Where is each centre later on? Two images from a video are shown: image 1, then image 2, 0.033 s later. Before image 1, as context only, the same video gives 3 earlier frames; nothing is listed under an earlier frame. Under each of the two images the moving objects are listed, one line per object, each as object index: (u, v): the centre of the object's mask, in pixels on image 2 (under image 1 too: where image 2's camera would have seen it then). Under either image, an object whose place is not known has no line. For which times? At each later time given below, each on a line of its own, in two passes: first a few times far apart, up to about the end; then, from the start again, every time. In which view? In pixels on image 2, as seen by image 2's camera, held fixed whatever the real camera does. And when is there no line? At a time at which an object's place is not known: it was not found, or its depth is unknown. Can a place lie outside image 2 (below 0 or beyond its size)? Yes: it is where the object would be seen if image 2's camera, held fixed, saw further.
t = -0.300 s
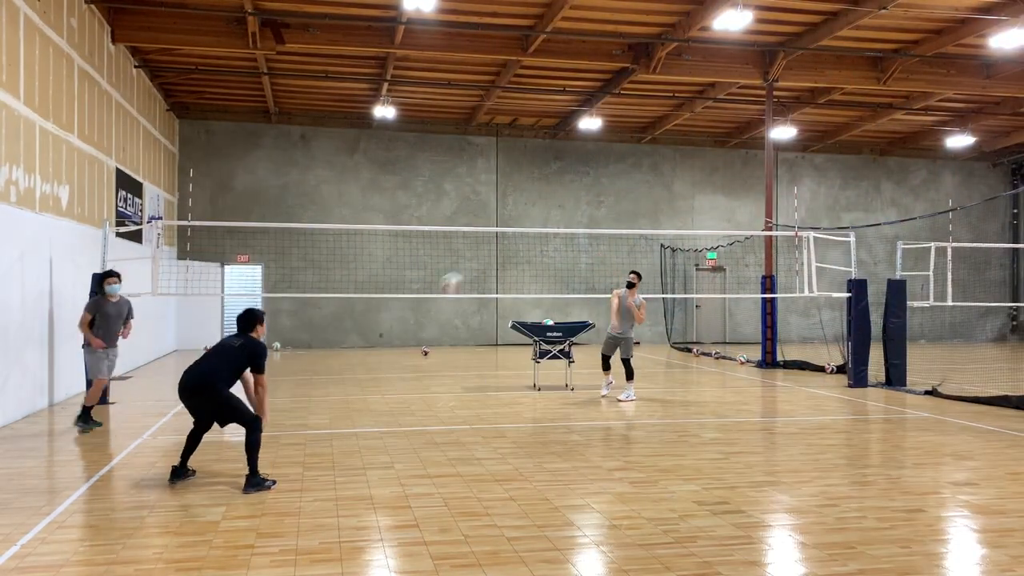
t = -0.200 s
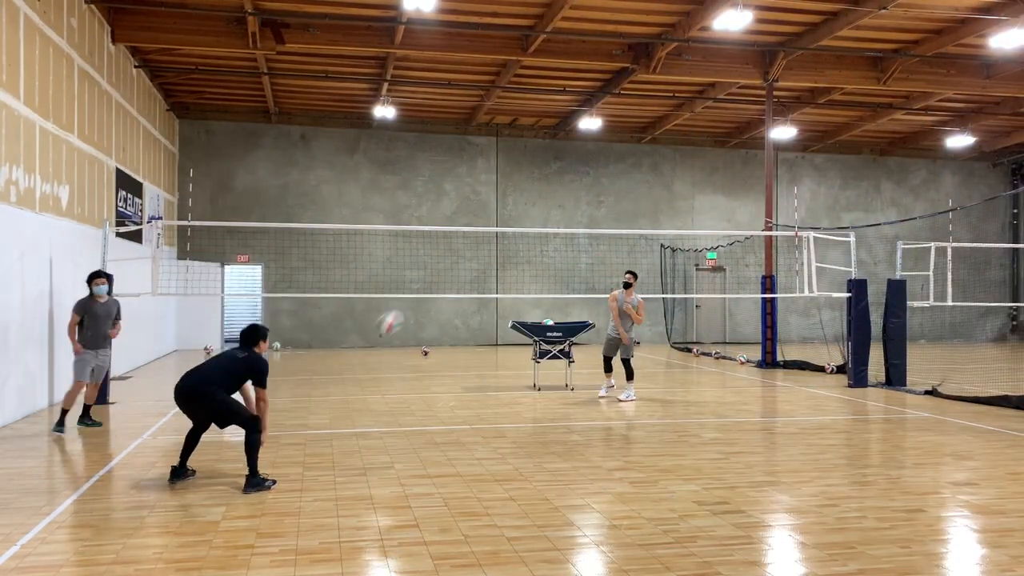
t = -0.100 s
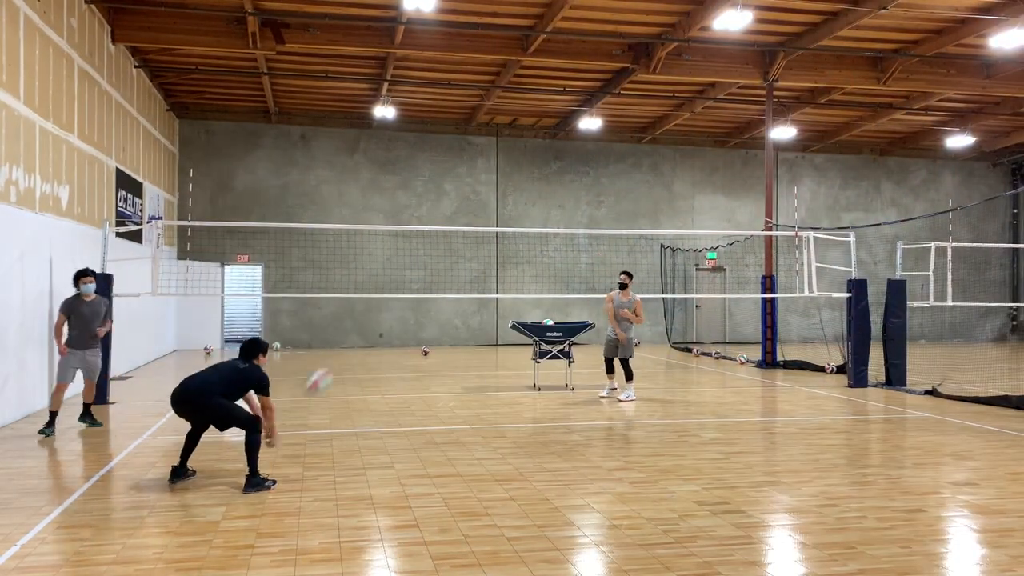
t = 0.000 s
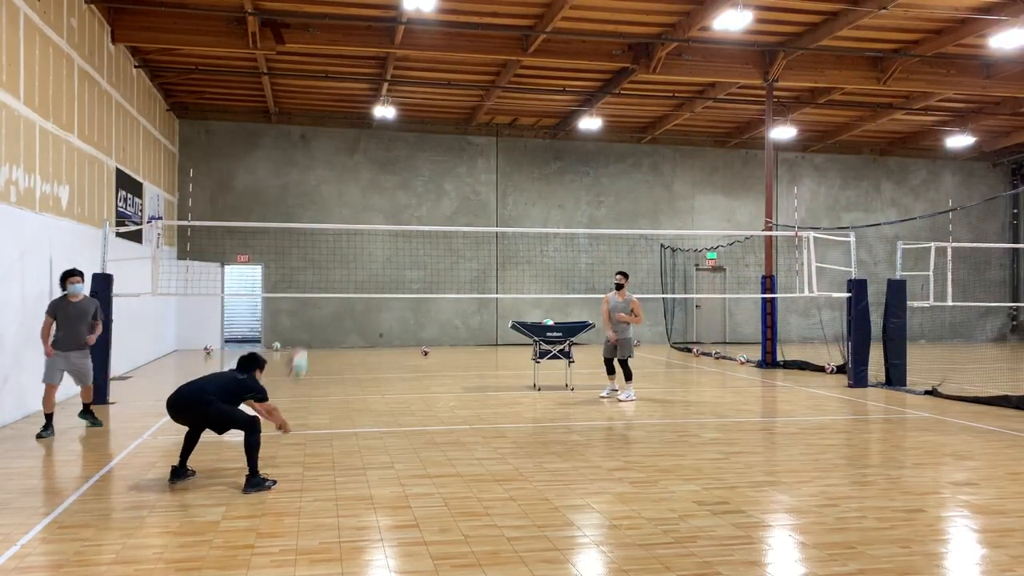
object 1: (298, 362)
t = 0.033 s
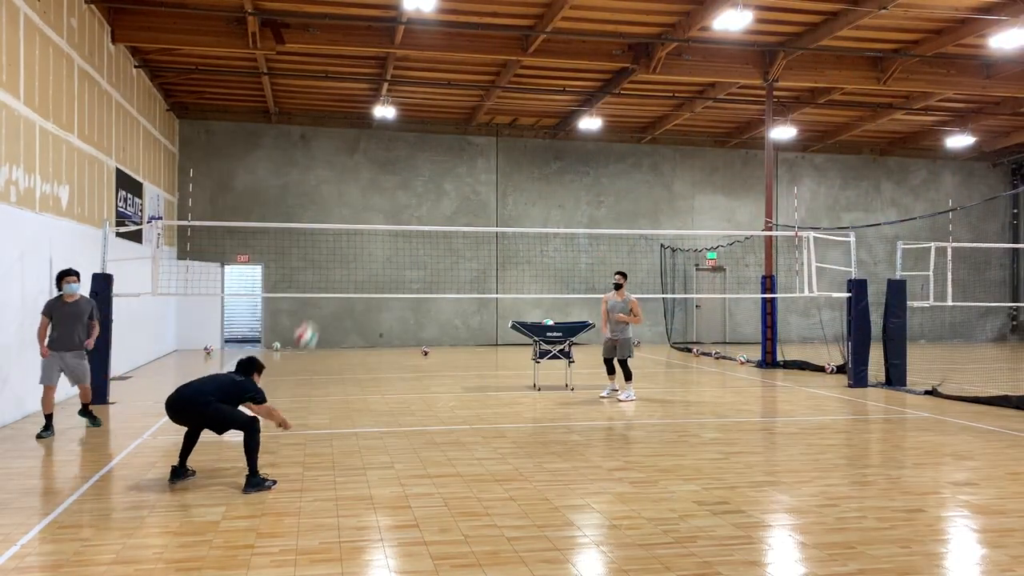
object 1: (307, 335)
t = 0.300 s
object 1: (364, 182)
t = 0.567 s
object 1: (409, 120)
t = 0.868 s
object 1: (451, 130)
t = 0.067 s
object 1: (314, 311)
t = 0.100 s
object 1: (324, 287)
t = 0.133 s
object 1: (329, 265)
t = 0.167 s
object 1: (337, 245)
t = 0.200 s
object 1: (343, 227)
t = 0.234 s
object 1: (351, 211)
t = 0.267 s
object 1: (357, 195)
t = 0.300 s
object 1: (364, 182)
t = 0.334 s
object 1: (370, 171)
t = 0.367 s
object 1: (377, 159)
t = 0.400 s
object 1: (382, 150)
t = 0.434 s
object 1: (388, 141)
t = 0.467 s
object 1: (393, 134)
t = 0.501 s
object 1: (399, 128)
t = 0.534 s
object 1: (404, 124)
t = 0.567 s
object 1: (409, 120)
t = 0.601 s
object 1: (414, 117)
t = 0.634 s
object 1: (419, 115)
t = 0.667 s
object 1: (424, 115)
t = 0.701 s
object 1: (429, 115)
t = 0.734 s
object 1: (434, 116)
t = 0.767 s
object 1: (438, 119)
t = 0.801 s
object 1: (443, 122)
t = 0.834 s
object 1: (447, 126)
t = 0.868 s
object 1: (451, 130)
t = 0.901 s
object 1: (456, 136)
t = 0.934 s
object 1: (460, 142)
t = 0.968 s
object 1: (464, 150)
